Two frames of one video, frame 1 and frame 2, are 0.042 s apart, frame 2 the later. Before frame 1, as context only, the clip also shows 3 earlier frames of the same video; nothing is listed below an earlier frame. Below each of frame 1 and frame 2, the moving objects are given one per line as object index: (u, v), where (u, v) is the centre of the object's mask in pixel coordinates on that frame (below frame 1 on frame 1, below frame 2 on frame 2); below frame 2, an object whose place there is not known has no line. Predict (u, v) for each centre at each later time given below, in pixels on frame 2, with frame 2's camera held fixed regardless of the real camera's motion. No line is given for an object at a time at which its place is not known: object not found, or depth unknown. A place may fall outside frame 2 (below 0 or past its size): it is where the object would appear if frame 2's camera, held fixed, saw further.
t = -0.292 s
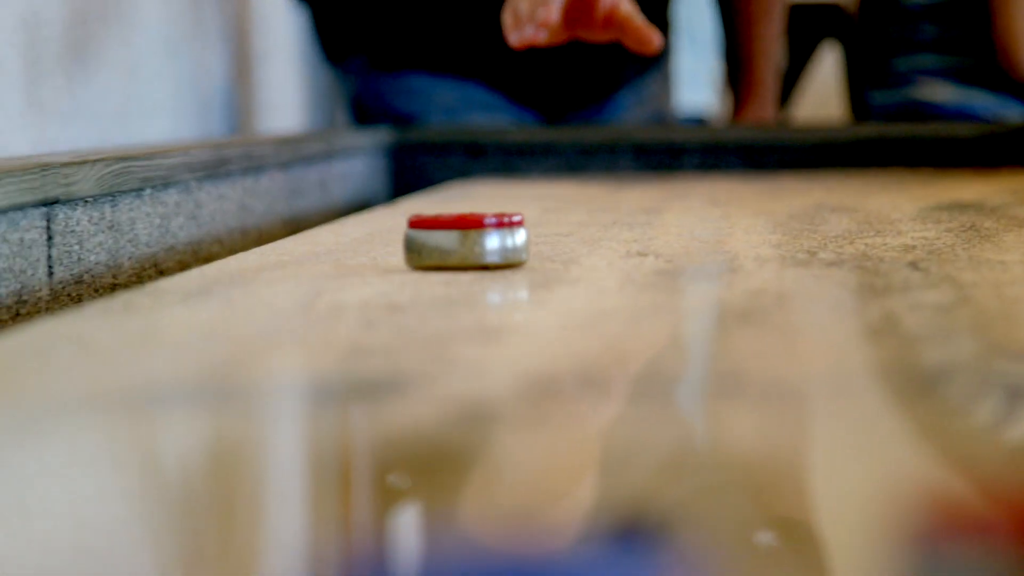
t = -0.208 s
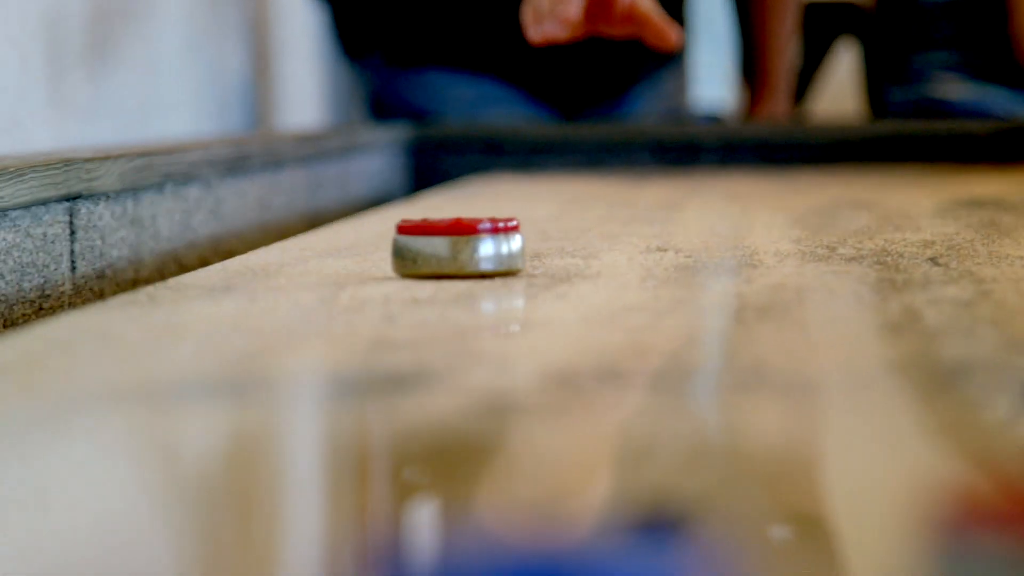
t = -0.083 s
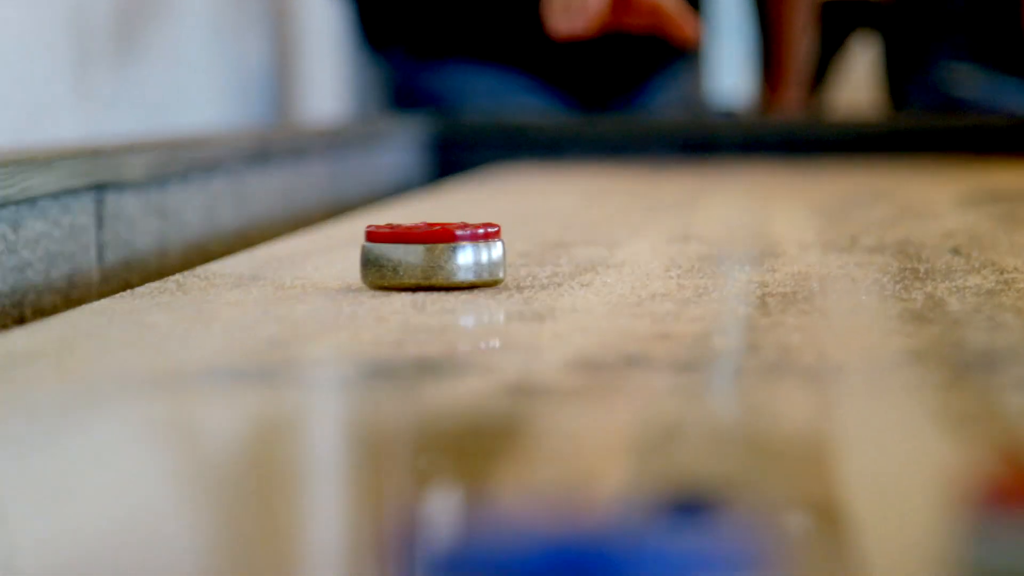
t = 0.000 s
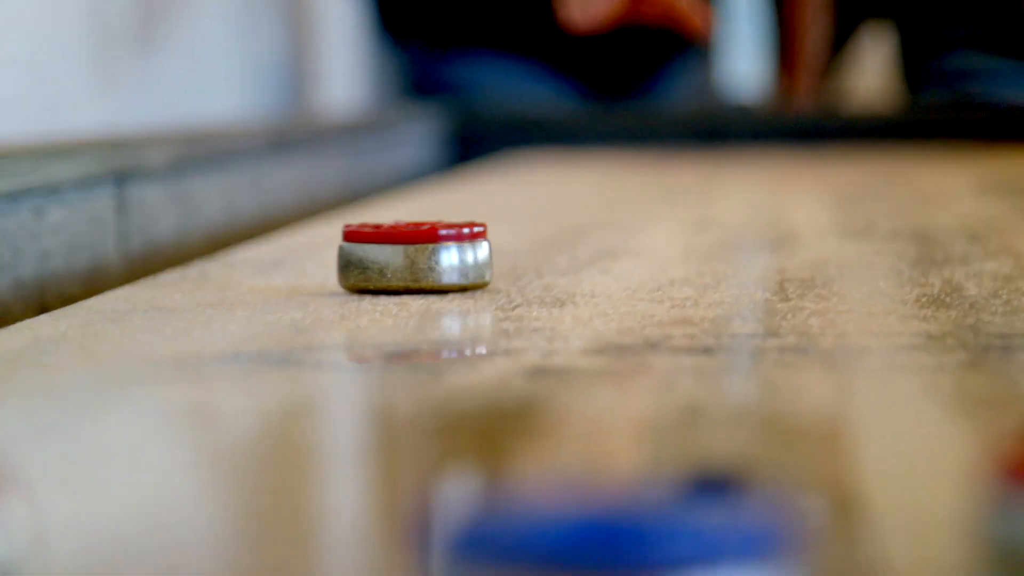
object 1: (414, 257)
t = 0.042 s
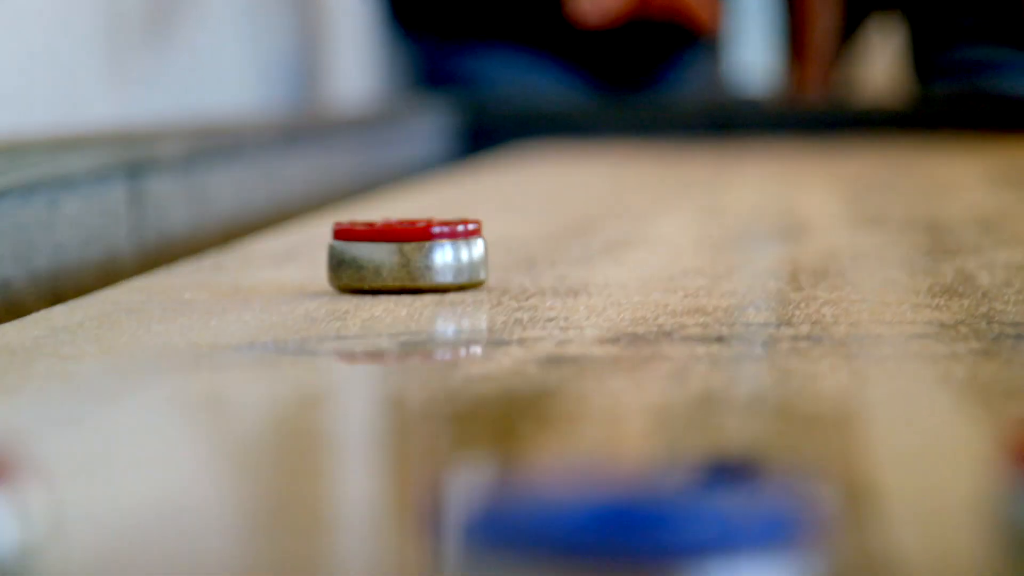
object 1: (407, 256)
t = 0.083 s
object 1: (386, 264)
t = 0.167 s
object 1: (338, 282)
